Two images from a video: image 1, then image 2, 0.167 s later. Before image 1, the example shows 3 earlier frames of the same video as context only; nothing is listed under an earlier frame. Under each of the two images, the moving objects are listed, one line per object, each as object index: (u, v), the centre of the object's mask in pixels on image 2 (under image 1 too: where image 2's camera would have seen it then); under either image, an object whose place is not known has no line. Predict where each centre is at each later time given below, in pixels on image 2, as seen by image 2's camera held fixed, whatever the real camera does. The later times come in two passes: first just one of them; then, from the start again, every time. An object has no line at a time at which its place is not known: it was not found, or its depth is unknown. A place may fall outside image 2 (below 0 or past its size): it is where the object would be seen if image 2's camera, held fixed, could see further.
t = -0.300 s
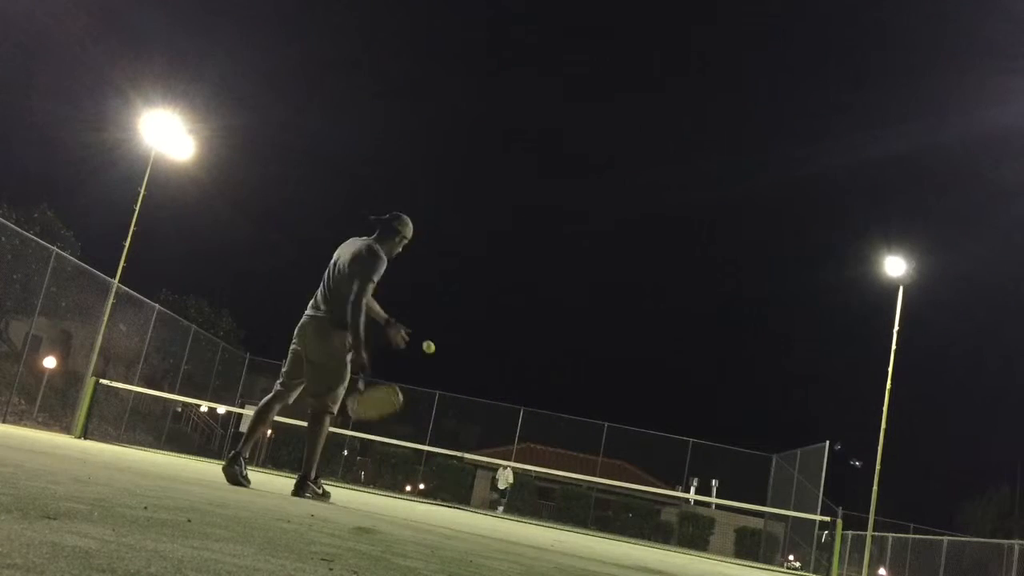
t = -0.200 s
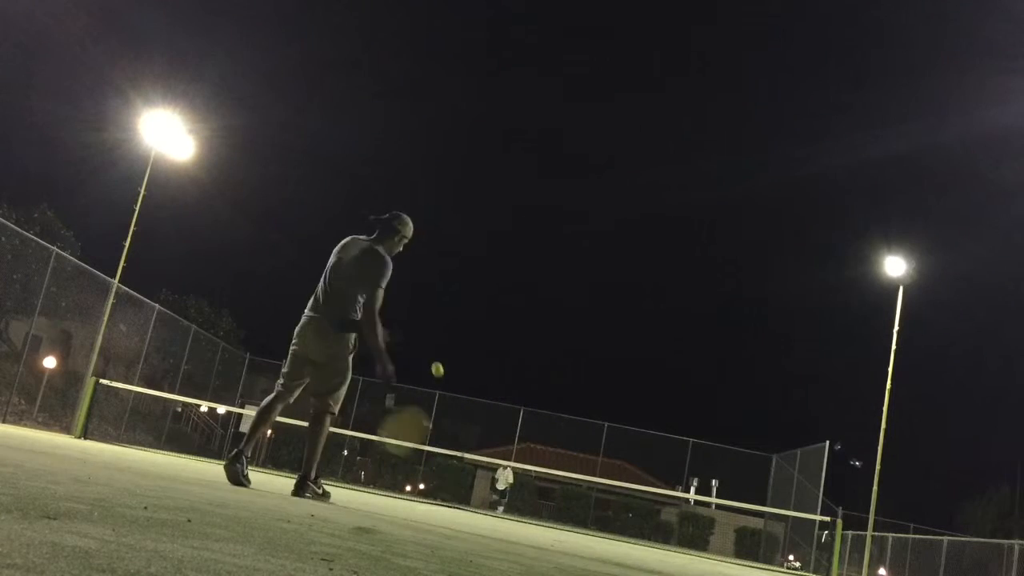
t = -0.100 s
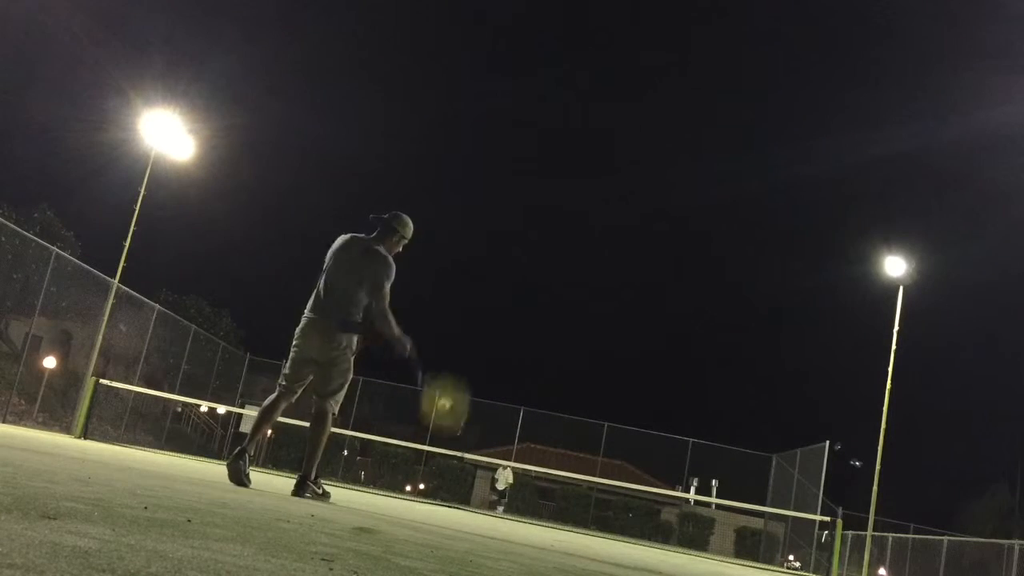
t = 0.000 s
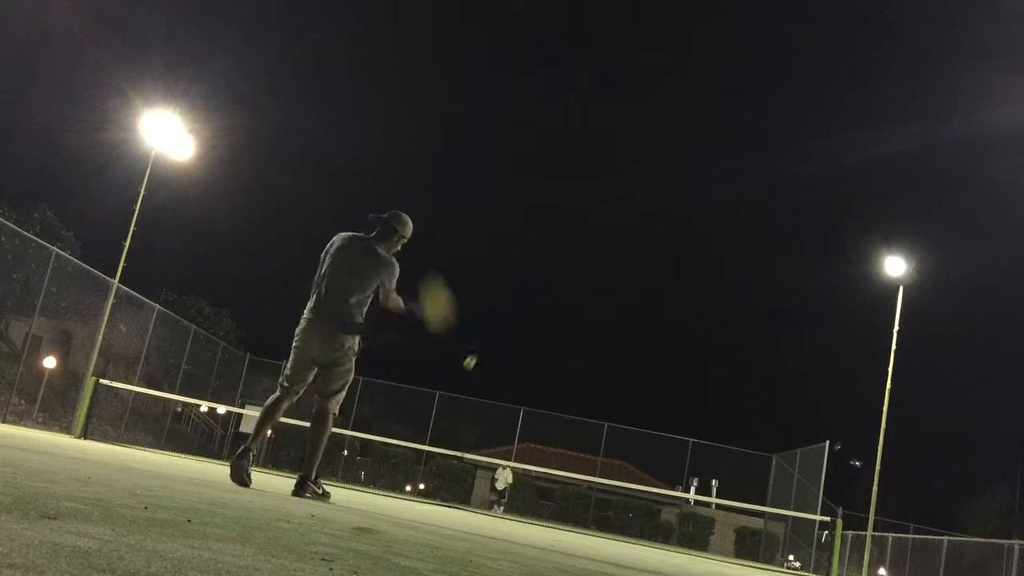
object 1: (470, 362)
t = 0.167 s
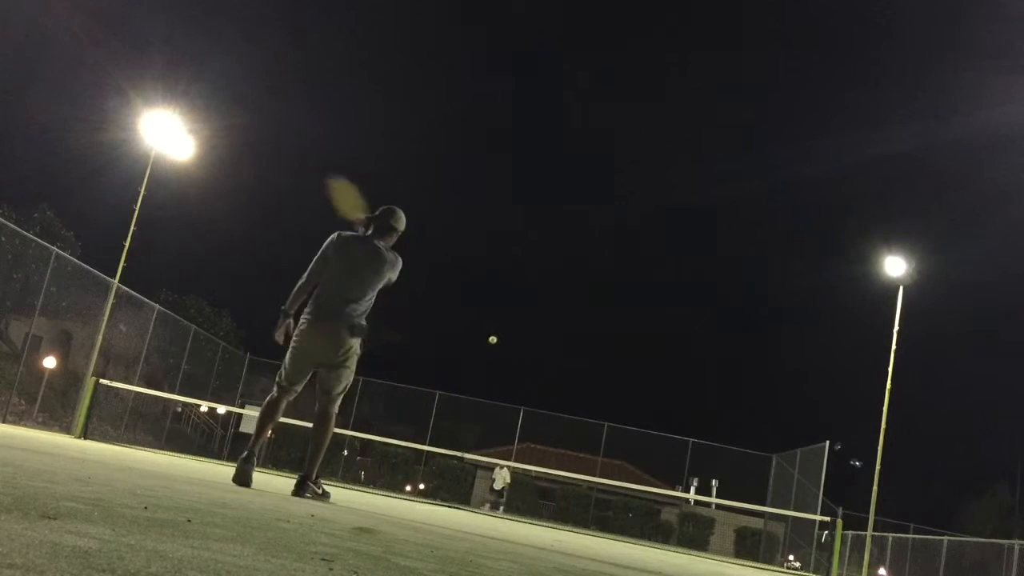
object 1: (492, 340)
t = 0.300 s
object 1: (501, 345)
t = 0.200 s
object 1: (495, 340)
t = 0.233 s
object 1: (497, 341)
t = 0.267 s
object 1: (499, 343)
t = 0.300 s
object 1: (501, 345)
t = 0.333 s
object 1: (502, 349)
